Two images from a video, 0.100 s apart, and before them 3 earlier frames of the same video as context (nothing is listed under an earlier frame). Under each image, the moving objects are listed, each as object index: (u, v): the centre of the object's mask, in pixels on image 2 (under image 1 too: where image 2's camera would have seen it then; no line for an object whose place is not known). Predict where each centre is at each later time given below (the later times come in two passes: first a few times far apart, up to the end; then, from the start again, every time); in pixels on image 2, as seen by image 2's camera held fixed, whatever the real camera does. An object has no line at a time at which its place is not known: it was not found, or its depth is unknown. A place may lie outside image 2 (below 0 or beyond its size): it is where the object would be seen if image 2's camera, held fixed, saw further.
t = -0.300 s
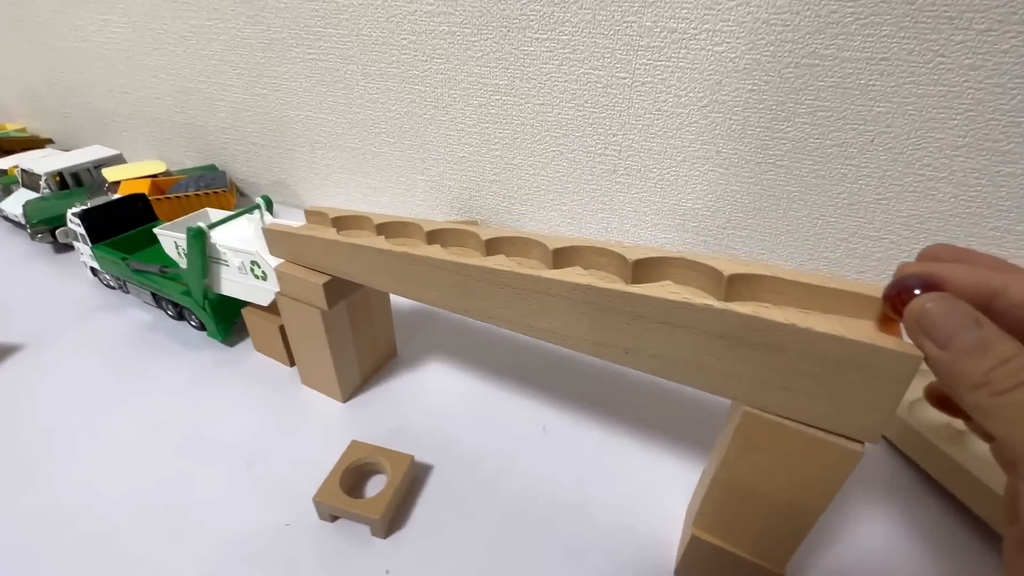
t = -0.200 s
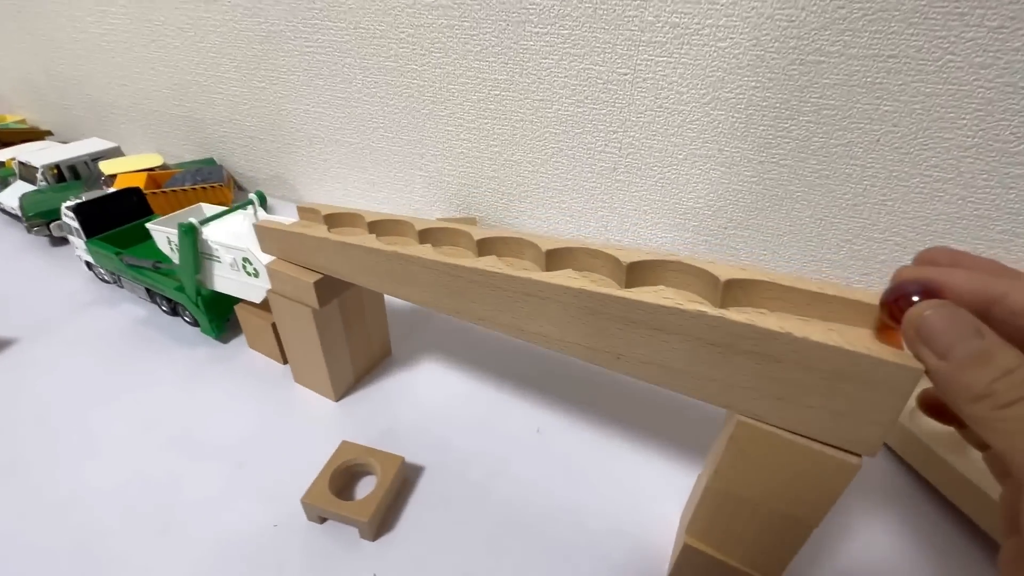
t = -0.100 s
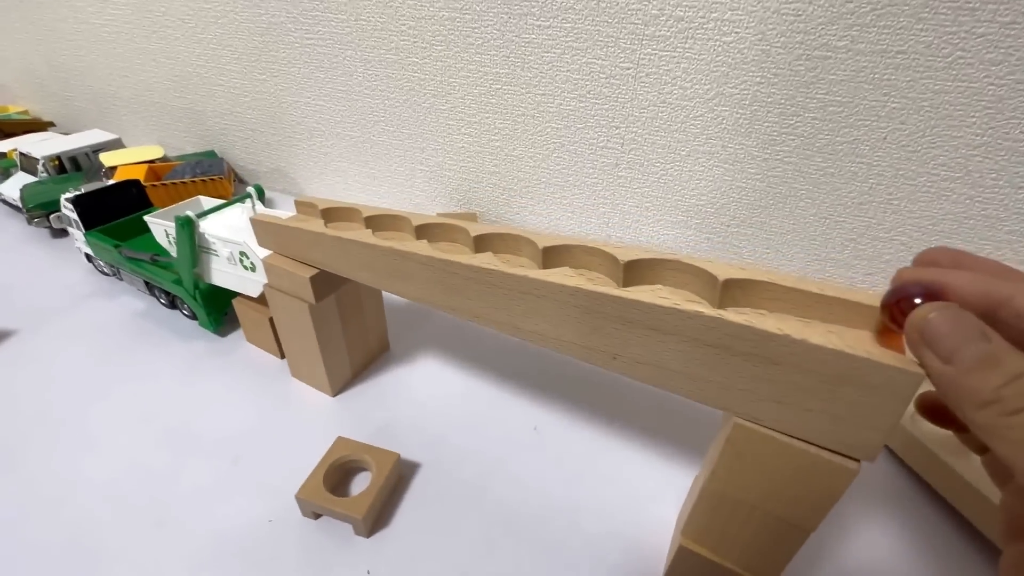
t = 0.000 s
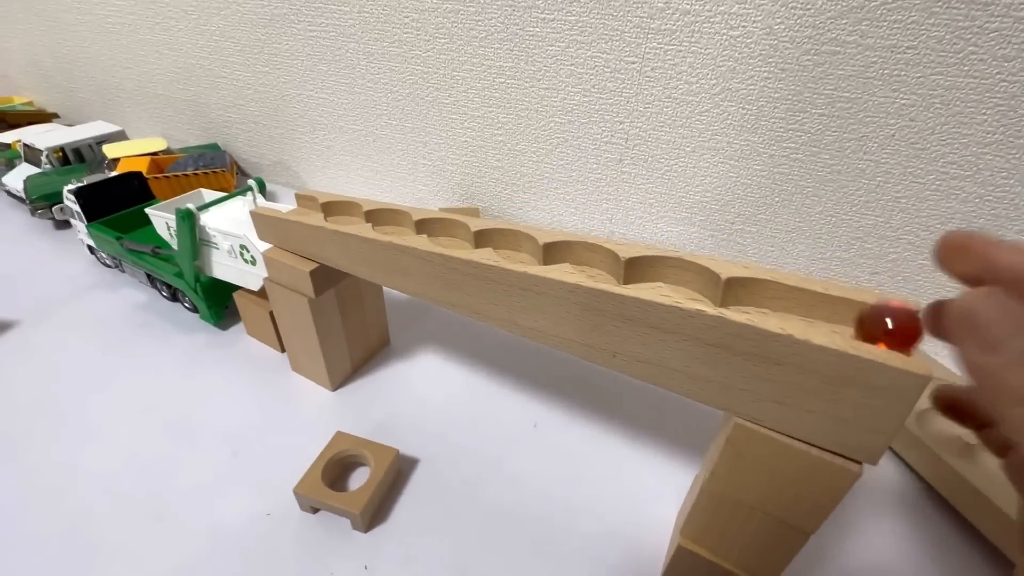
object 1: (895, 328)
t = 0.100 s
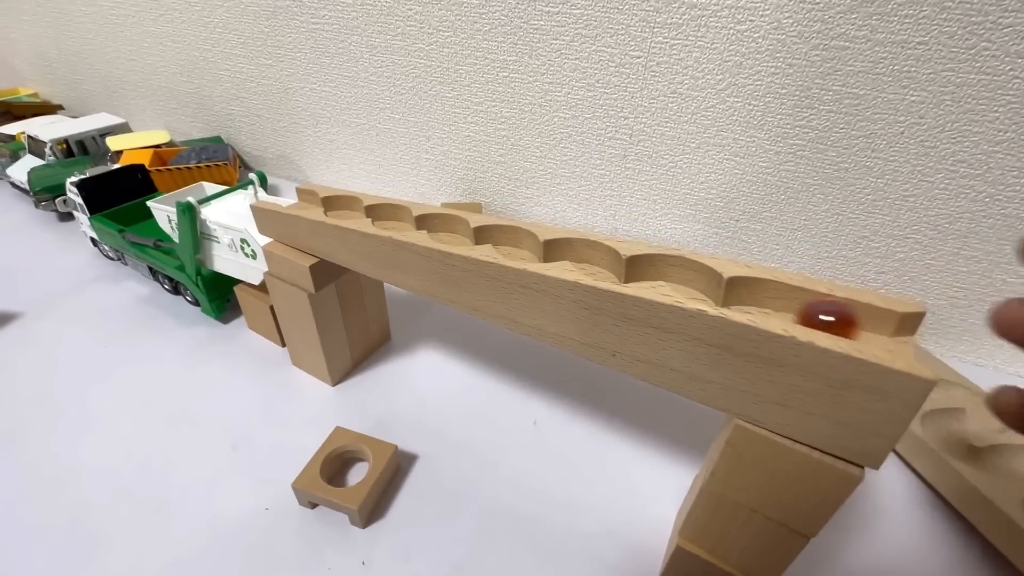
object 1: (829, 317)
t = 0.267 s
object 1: (706, 291)
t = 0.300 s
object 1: (694, 286)
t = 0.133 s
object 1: (802, 311)
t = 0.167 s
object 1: (773, 304)
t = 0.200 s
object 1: (743, 298)
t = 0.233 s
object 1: (721, 296)
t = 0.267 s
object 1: (706, 291)
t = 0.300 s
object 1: (694, 286)
